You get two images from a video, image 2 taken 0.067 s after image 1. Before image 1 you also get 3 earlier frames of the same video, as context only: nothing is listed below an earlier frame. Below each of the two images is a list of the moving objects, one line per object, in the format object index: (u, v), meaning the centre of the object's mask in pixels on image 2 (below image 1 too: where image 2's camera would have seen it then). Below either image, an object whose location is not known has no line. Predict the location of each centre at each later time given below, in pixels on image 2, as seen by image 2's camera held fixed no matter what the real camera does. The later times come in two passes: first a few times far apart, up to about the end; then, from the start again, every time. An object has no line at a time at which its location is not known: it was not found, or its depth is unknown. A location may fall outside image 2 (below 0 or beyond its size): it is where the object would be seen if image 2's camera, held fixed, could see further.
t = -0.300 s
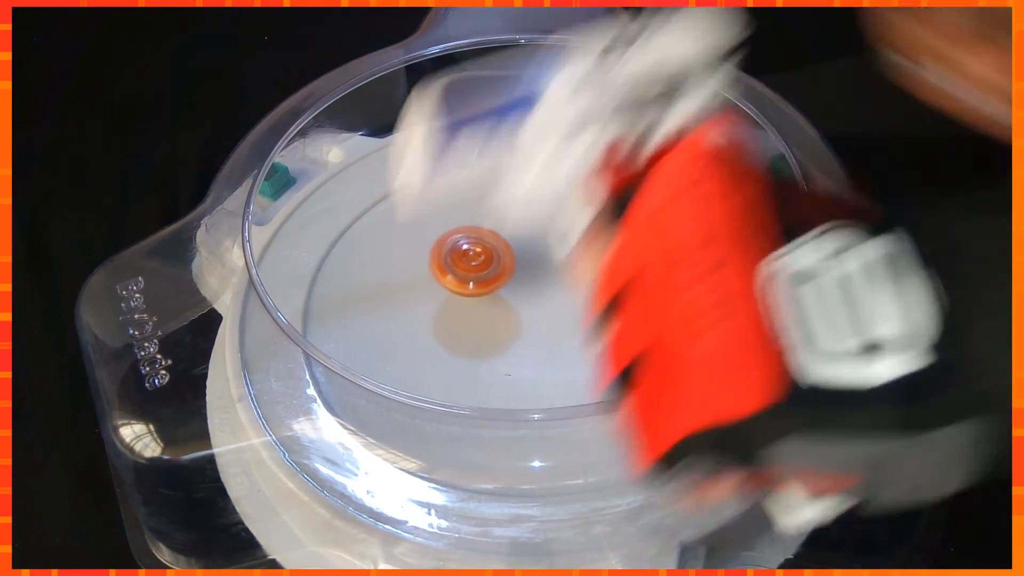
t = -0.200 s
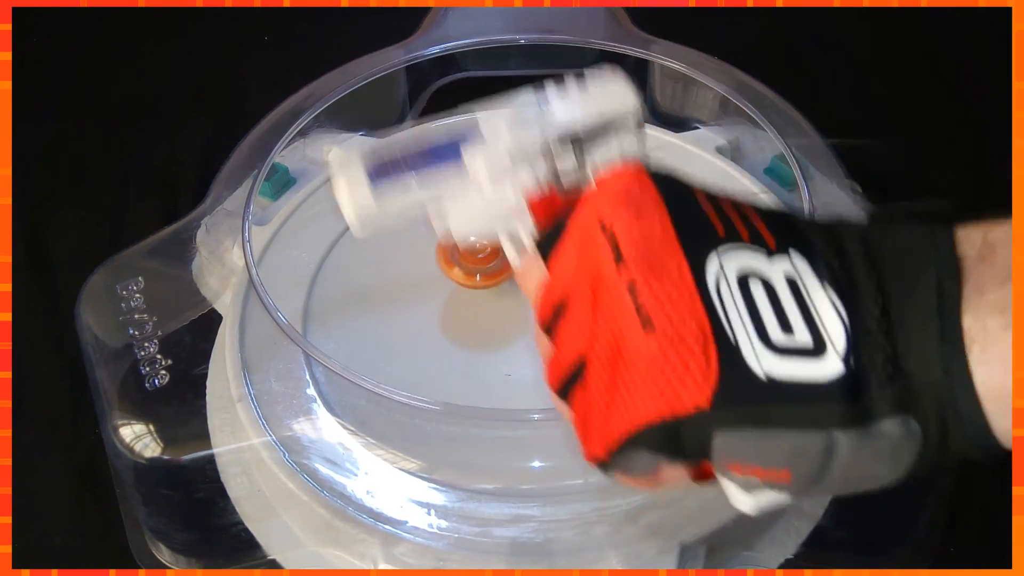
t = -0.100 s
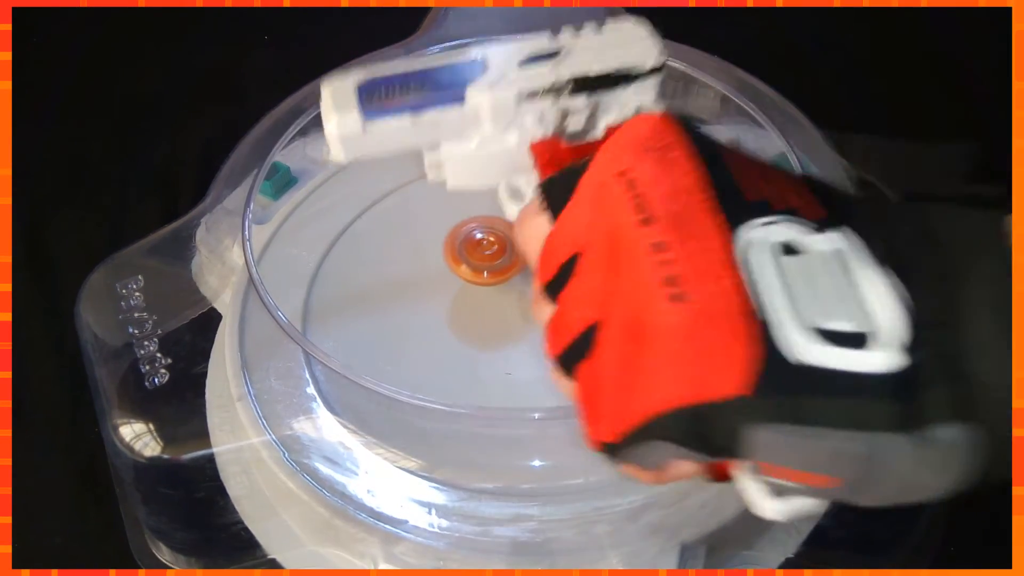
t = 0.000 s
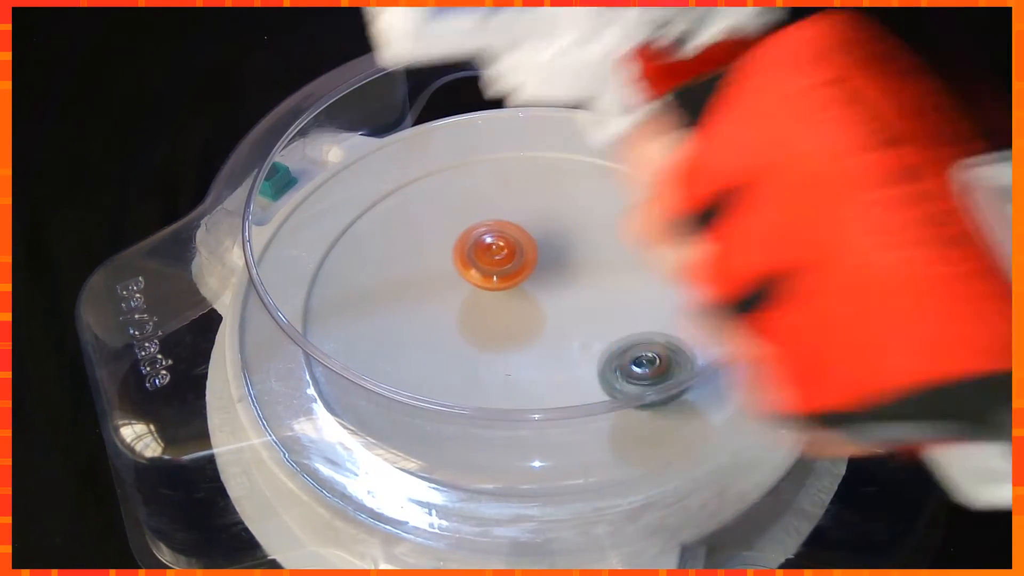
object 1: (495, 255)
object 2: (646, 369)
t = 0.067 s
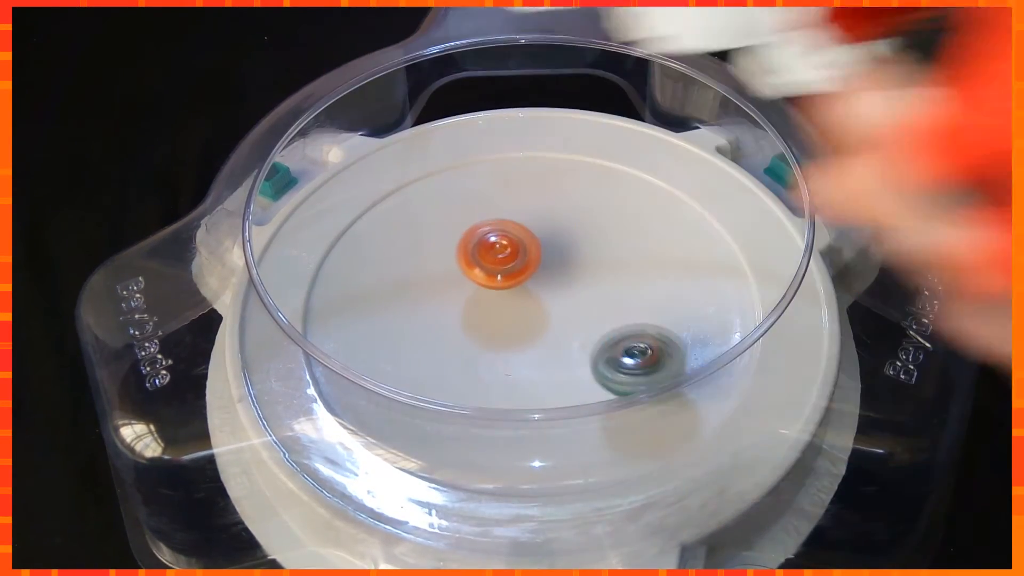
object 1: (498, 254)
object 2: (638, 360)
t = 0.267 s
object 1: (514, 250)
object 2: (578, 352)
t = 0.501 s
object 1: (528, 255)
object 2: (498, 366)
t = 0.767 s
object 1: (538, 255)
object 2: (455, 378)
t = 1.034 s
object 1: (546, 264)
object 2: (443, 366)
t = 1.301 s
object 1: (556, 271)
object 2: (428, 326)
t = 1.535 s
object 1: (549, 294)
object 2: (408, 289)
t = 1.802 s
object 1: (543, 310)
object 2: (412, 267)
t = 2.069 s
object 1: (548, 310)
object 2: (442, 248)
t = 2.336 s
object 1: (517, 315)
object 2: (482, 230)
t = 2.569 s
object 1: (518, 317)
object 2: (515, 219)
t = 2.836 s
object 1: (507, 319)
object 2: (548, 219)
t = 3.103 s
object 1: (496, 314)
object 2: (576, 236)
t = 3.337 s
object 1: (493, 305)
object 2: (598, 259)
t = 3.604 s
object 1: (493, 295)
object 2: (608, 291)
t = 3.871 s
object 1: (499, 287)
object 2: (598, 325)
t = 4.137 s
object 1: (507, 283)
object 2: (572, 350)
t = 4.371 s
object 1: (514, 282)
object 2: (536, 363)
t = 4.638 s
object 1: (521, 283)
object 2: (489, 361)
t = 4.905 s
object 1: (525, 287)
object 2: (449, 340)
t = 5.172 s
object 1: (526, 292)
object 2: (427, 311)
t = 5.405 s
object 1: (524, 296)
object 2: (424, 282)
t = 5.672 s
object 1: (519, 299)
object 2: (442, 254)
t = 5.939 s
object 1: (514, 298)
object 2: (473, 236)
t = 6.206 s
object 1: (510, 297)
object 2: (514, 227)
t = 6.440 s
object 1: (507, 294)
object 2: (547, 233)
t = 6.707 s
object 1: (504, 294)
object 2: (579, 250)
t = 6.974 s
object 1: (508, 293)
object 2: (596, 278)
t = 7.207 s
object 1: (504, 294)
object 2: (610, 306)
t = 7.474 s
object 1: (506, 297)
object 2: (591, 334)
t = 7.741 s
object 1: (500, 281)
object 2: (565, 359)
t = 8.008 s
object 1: (496, 261)
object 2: (543, 362)
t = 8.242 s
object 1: (494, 271)
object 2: (501, 353)
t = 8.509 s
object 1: (494, 268)
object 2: (458, 339)
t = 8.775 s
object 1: (511, 270)
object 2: (432, 324)
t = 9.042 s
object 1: (521, 276)
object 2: (434, 297)
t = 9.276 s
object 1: (535, 283)
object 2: (434, 274)
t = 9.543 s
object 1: (539, 286)
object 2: (455, 258)
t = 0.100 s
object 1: (503, 253)
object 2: (631, 357)
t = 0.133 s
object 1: (507, 251)
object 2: (622, 356)
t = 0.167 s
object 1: (511, 250)
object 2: (611, 355)
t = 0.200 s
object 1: (513, 250)
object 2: (600, 353)
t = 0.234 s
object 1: (514, 250)
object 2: (589, 352)
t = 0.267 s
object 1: (514, 250)
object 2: (578, 352)
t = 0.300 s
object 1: (512, 251)
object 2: (566, 353)
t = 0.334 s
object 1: (512, 252)
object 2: (554, 354)
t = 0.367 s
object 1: (513, 252)
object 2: (543, 356)
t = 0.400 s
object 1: (516, 252)
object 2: (530, 358)
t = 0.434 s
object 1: (521, 253)
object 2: (518, 360)
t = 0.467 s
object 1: (525, 254)
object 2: (507, 363)
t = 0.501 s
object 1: (528, 255)
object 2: (498, 366)
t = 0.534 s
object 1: (530, 254)
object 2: (488, 368)
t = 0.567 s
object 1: (533, 253)
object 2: (479, 372)
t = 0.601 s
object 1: (534, 253)
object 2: (472, 374)
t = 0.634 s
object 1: (536, 253)
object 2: (467, 375)
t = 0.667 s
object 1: (537, 253)
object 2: (464, 376)
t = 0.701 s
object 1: (537, 254)
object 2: (461, 378)
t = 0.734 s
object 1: (537, 254)
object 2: (458, 378)
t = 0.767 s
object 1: (538, 255)
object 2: (455, 378)
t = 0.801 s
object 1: (539, 257)
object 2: (453, 378)
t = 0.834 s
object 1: (539, 257)
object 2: (452, 377)
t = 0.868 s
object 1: (540, 259)
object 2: (451, 377)
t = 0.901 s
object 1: (541, 260)
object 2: (449, 376)
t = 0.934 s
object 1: (542, 261)
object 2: (448, 374)
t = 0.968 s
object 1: (543, 262)
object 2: (446, 372)
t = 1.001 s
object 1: (544, 263)
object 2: (444, 369)
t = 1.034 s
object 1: (546, 264)
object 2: (443, 366)
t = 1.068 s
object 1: (547, 264)
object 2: (442, 362)
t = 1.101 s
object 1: (548, 266)
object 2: (440, 358)
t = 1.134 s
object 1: (549, 267)
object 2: (439, 352)
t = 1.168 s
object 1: (551, 268)
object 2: (437, 347)
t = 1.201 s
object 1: (552, 269)
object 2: (436, 341)
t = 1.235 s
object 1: (554, 270)
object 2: (434, 336)
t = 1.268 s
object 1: (555, 270)
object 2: (432, 332)
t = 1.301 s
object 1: (556, 271)
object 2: (428, 326)
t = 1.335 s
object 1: (556, 273)
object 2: (425, 320)
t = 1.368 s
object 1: (557, 275)
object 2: (423, 315)
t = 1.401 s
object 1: (558, 278)
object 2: (421, 310)
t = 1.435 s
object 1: (555, 282)
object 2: (418, 304)
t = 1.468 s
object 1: (552, 287)
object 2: (414, 299)
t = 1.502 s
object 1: (550, 291)
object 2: (410, 294)
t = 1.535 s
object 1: (549, 294)
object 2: (408, 289)
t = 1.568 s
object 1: (549, 296)
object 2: (407, 286)
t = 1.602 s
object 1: (550, 299)
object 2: (407, 283)
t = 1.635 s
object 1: (548, 303)
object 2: (407, 280)
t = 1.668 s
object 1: (546, 308)
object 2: (407, 278)
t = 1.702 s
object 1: (545, 310)
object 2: (408, 275)
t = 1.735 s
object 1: (544, 311)
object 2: (408, 272)
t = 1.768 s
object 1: (543, 311)
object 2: (409, 269)
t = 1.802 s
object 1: (543, 310)
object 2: (412, 267)
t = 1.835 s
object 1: (544, 310)
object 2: (414, 264)
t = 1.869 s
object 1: (545, 309)
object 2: (418, 262)
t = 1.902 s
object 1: (546, 308)
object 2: (421, 259)
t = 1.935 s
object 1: (546, 307)
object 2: (425, 257)
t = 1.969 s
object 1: (547, 307)
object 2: (429, 255)
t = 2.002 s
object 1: (547, 307)
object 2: (433, 253)
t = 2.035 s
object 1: (548, 308)
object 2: (438, 250)
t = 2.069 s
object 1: (548, 310)
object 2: (442, 248)
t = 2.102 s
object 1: (547, 312)
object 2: (447, 246)
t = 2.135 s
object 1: (544, 314)
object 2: (451, 244)
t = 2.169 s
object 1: (538, 314)
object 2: (456, 241)
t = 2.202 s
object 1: (530, 314)
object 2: (462, 239)
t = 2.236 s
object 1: (525, 314)
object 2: (467, 236)
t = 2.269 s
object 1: (521, 314)
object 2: (472, 234)
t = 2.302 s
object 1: (519, 315)
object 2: (477, 232)
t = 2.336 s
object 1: (517, 315)
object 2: (482, 230)
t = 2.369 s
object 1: (517, 315)
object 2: (488, 228)
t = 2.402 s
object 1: (517, 316)
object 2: (492, 226)
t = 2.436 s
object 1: (518, 316)
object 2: (497, 224)
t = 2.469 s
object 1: (519, 316)
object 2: (502, 223)
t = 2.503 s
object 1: (519, 316)
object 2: (506, 221)
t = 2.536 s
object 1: (519, 317)
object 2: (510, 220)
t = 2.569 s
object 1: (518, 317)
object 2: (515, 219)
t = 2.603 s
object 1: (518, 317)
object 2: (519, 218)
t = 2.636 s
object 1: (516, 317)
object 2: (524, 217)
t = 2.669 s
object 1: (515, 318)
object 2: (528, 217)
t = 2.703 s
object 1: (514, 319)
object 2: (532, 217)
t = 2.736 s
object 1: (512, 319)
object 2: (536, 217)
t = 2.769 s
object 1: (511, 319)
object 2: (540, 218)
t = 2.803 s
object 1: (509, 319)
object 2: (543, 219)
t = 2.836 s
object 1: (507, 319)
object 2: (548, 219)
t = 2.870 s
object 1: (505, 319)
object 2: (552, 220)
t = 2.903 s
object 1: (504, 318)
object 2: (555, 222)
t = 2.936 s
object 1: (502, 318)
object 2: (559, 223)
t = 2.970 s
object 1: (501, 317)
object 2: (563, 225)
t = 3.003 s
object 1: (499, 316)
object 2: (566, 228)
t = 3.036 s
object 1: (498, 316)
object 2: (569, 230)
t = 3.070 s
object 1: (497, 315)
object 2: (573, 233)
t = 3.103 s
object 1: (496, 314)
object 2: (576, 236)
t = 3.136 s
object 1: (496, 313)
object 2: (580, 239)
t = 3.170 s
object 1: (495, 312)
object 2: (583, 242)
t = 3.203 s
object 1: (495, 311)
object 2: (586, 245)
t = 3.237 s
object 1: (494, 310)
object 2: (589, 248)
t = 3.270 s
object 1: (494, 308)
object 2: (592, 252)
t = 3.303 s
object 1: (493, 307)
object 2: (595, 256)
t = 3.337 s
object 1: (493, 305)
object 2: (598, 259)
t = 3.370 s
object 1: (492, 303)
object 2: (600, 263)
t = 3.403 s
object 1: (492, 302)
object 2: (602, 267)
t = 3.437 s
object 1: (492, 300)
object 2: (604, 271)
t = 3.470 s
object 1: (491, 299)
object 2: (605, 275)
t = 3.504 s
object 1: (492, 298)
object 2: (606, 279)
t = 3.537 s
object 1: (492, 297)
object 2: (607, 283)
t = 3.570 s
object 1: (493, 296)
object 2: (607, 287)
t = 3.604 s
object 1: (493, 295)
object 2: (608, 291)
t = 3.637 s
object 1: (494, 294)
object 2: (608, 296)
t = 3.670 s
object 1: (494, 293)
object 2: (607, 300)
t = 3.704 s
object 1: (495, 292)
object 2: (607, 304)
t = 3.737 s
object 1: (496, 291)
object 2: (606, 308)
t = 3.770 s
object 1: (497, 290)
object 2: (605, 312)
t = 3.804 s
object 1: (498, 289)
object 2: (603, 316)
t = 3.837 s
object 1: (498, 288)
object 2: (601, 321)
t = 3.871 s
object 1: (499, 287)
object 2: (598, 325)
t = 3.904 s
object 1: (500, 286)
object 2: (595, 328)
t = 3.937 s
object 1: (501, 285)
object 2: (592, 331)
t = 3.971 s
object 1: (502, 285)
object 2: (590, 334)
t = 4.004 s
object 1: (503, 284)
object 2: (587, 338)
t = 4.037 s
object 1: (504, 284)
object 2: (584, 341)
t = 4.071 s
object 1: (505, 283)
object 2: (580, 344)
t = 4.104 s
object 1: (506, 283)
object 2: (576, 347)
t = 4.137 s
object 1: (507, 283)
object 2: (572, 350)
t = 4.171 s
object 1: (508, 282)
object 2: (568, 352)
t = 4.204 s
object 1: (509, 282)
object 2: (563, 355)
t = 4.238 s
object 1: (510, 282)
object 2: (558, 357)
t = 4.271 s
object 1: (511, 282)
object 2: (553, 359)
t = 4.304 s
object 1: (512, 282)
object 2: (548, 360)
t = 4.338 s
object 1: (513, 282)
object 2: (542, 362)
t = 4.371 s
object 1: (514, 282)
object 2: (536, 363)
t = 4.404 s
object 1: (515, 282)
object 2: (530, 364)
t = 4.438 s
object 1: (516, 282)
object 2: (524, 364)
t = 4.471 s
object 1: (517, 282)
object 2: (519, 364)
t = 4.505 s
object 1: (517, 282)
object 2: (513, 364)
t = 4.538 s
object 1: (518, 282)
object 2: (507, 364)
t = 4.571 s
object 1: (519, 282)
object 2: (500, 363)
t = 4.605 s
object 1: (520, 283)
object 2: (495, 362)
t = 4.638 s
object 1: (521, 283)
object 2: (489, 361)
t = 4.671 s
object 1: (522, 283)
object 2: (484, 359)
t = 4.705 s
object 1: (522, 284)
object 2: (478, 357)
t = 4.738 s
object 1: (523, 284)
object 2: (473, 354)
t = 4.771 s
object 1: (524, 284)
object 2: (468, 352)
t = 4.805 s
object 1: (524, 285)
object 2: (463, 349)
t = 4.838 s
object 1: (524, 286)
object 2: (458, 347)
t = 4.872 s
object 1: (524, 286)
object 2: (453, 344)
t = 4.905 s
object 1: (525, 287)
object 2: (449, 340)
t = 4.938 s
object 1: (525, 287)
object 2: (445, 337)
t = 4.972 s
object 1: (525, 288)
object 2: (442, 334)
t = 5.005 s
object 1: (525, 289)
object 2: (439, 330)
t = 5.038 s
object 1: (525, 289)
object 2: (436, 326)
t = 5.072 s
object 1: (526, 290)
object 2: (433, 322)
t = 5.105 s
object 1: (526, 291)
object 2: (431, 318)
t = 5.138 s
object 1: (526, 291)
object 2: (429, 315)
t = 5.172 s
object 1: (526, 292)
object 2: (427, 311)
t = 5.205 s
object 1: (526, 293)
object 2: (426, 307)
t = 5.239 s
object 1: (525, 293)
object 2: (425, 302)
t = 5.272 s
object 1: (525, 294)
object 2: (424, 298)
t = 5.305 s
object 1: (525, 295)
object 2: (423, 294)
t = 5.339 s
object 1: (525, 295)
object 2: (424, 290)
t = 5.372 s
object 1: (524, 296)
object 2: (424, 286)
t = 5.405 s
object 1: (524, 296)
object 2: (424, 282)
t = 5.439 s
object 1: (523, 297)
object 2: (425, 278)
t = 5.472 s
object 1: (523, 297)
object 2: (427, 274)
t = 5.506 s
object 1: (522, 297)
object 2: (428, 270)
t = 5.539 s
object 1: (522, 298)
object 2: (430, 267)
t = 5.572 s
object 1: (521, 298)
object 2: (433, 263)
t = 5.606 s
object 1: (520, 298)
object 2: (435, 260)
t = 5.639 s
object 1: (520, 299)
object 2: (438, 257)
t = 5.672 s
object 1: (519, 299)
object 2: (442, 254)
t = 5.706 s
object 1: (518, 299)
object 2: (445, 251)
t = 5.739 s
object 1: (518, 299)
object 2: (448, 249)
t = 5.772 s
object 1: (517, 299)
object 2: (452, 246)
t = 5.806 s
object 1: (516, 299)
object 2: (455, 244)
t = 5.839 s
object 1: (516, 299)
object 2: (460, 241)
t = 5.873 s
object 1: (515, 298)
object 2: (464, 239)
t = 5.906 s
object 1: (515, 298)
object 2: (469, 237)
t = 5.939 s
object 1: (514, 298)
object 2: (473, 236)
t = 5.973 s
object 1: (514, 298)
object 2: (478, 234)
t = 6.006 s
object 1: (513, 298)
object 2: (483, 232)
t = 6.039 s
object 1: (512, 298)
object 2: (488, 231)
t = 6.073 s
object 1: (512, 298)
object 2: (493, 230)
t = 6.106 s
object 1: (511, 298)
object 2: (498, 229)
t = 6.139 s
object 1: (511, 297)
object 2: (503, 228)
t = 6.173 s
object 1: (510, 297)
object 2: (508, 228)
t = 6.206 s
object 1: (510, 297)
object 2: (514, 227)
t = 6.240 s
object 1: (509, 297)
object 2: (518, 228)
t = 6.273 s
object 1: (509, 296)
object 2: (523, 228)
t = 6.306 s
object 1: (508, 296)
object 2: (528, 228)
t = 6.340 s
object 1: (508, 296)
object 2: (533, 229)
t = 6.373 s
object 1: (508, 295)
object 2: (538, 230)
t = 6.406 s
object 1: (507, 295)
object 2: (542, 232)
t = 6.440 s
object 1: (507, 294)
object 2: (547, 233)
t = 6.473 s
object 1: (506, 294)
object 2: (551, 235)
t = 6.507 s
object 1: (505, 294)
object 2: (556, 237)
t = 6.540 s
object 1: (504, 295)
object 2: (561, 238)
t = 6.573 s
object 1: (504, 295)
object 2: (565, 241)
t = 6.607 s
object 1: (503, 295)
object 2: (569, 243)
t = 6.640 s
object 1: (503, 295)
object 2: (572, 245)
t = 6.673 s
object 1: (504, 295)
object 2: (576, 247)
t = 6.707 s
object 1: (504, 294)
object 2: (579, 250)
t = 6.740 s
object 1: (505, 294)
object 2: (582, 252)
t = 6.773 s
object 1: (506, 294)
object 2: (585, 255)
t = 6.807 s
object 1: (506, 294)
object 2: (588, 258)
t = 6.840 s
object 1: (507, 294)
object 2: (590, 262)
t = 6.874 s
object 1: (507, 294)
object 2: (592, 266)
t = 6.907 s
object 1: (507, 294)
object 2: (594, 269)
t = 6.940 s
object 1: (508, 294)
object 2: (595, 273)
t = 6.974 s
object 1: (508, 293)
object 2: (596, 278)
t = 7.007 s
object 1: (504, 293)
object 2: (600, 282)
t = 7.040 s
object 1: (503, 293)
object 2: (604, 286)
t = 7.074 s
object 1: (503, 293)
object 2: (606, 290)
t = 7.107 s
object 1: (503, 294)
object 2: (607, 294)
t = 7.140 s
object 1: (503, 294)
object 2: (609, 298)
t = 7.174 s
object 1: (503, 294)
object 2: (610, 302)
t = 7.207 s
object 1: (504, 294)
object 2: (610, 306)
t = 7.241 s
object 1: (504, 295)
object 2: (609, 310)
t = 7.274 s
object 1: (505, 295)
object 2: (608, 314)
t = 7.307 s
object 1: (505, 296)
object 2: (607, 318)
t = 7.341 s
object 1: (506, 296)
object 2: (604, 320)
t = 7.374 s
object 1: (506, 296)
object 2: (602, 325)
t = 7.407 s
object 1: (506, 296)
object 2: (599, 328)
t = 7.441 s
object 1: (506, 297)
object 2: (595, 331)
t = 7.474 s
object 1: (506, 297)
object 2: (591, 334)
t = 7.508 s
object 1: (507, 297)
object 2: (587, 337)
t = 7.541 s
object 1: (507, 297)
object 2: (582, 339)
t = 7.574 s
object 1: (507, 297)
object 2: (577, 342)
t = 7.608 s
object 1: (506, 295)
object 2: (573, 345)
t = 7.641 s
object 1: (502, 289)
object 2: (573, 353)
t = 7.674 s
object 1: (500, 285)
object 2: (571, 357)
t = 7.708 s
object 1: (499, 283)
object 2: (568, 359)
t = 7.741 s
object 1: (500, 281)
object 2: (565, 359)
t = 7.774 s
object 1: (502, 281)
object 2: (561, 356)
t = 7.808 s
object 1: (504, 282)
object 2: (558, 355)
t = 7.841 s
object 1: (505, 284)
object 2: (554, 351)
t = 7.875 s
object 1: (507, 286)
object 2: (552, 349)
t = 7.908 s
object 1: (504, 279)
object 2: (553, 354)
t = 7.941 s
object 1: (499, 270)
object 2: (553, 360)
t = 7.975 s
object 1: (496, 264)
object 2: (548, 362)
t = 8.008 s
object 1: (496, 261)
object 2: (543, 362)
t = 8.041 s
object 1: (496, 260)
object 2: (537, 362)
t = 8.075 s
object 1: (496, 260)
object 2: (531, 362)
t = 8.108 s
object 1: (496, 262)
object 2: (525, 361)
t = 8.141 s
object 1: (496, 264)
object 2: (519, 360)
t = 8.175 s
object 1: (496, 267)
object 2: (513, 358)
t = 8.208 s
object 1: (495, 269)
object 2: (507, 356)
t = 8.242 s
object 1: (494, 271)
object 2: (501, 353)
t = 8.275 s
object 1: (494, 273)
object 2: (496, 350)
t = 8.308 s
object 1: (492, 275)
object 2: (493, 345)
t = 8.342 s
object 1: (492, 273)
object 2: (484, 347)
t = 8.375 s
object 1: (492, 271)
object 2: (479, 346)
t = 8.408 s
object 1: (492, 270)
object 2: (474, 342)
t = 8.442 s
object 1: (492, 270)
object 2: (470, 340)
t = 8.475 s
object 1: (492, 271)
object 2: (466, 338)
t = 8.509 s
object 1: (494, 268)
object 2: (458, 339)
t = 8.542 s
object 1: (497, 265)
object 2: (452, 339)
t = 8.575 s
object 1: (501, 265)
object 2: (447, 338)
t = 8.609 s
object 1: (503, 265)
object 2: (443, 336)
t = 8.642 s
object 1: (506, 265)
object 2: (440, 335)
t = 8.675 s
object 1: (508, 266)
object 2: (437, 332)
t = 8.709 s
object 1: (509, 268)
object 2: (435, 330)
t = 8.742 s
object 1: (510, 269)
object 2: (433, 327)
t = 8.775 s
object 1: (511, 270)
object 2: (432, 324)
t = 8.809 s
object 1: (511, 271)
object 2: (432, 321)
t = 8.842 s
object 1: (512, 272)
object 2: (432, 318)
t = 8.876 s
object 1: (513, 273)
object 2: (433, 314)
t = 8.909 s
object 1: (513, 274)
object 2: (434, 311)
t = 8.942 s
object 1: (514, 275)
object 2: (436, 307)
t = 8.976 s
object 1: (517, 275)
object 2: (434, 304)
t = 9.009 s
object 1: (519, 276)
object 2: (434, 300)
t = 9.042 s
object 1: (521, 276)
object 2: (434, 297)
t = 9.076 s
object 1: (521, 277)
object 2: (435, 293)
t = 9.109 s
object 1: (522, 277)
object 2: (435, 290)
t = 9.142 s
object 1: (524, 278)
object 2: (435, 286)
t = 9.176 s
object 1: (525, 279)
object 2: (436, 283)
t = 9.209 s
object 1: (526, 279)
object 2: (437, 280)
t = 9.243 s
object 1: (531, 281)
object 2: (435, 277)
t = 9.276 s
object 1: (535, 283)
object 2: (434, 274)
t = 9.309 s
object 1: (537, 284)
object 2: (435, 271)
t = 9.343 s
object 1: (538, 285)
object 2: (437, 269)
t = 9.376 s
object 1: (537, 285)
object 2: (439, 267)
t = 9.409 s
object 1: (537, 285)
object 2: (442, 265)
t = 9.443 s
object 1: (537, 285)
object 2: (445, 264)
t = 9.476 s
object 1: (537, 285)
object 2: (449, 262)
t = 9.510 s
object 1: (536, 285)
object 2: (453, 261)
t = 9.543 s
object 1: (539, 286)
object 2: (455, 258)
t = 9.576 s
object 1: (543, 289)
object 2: (456, 254)
